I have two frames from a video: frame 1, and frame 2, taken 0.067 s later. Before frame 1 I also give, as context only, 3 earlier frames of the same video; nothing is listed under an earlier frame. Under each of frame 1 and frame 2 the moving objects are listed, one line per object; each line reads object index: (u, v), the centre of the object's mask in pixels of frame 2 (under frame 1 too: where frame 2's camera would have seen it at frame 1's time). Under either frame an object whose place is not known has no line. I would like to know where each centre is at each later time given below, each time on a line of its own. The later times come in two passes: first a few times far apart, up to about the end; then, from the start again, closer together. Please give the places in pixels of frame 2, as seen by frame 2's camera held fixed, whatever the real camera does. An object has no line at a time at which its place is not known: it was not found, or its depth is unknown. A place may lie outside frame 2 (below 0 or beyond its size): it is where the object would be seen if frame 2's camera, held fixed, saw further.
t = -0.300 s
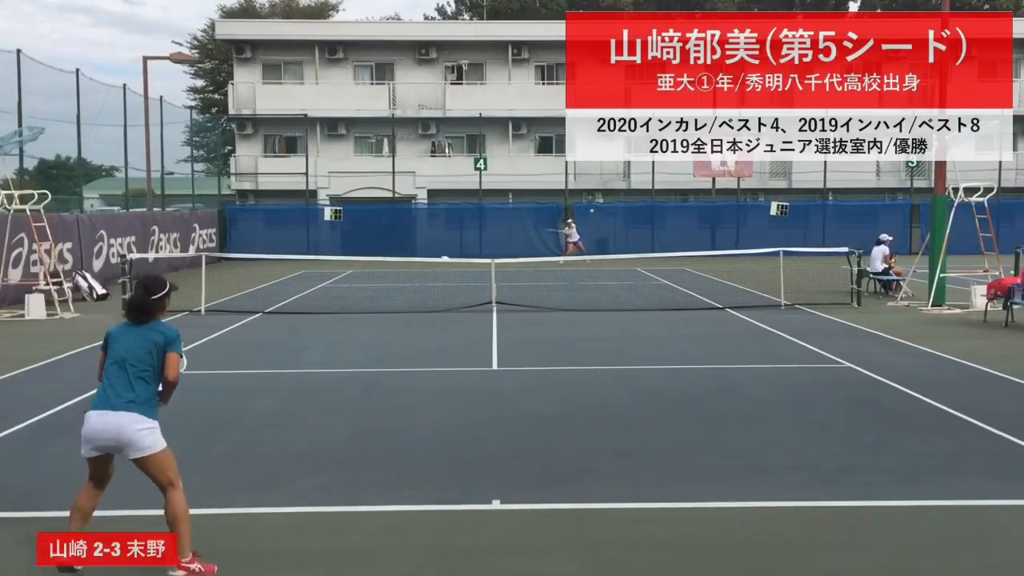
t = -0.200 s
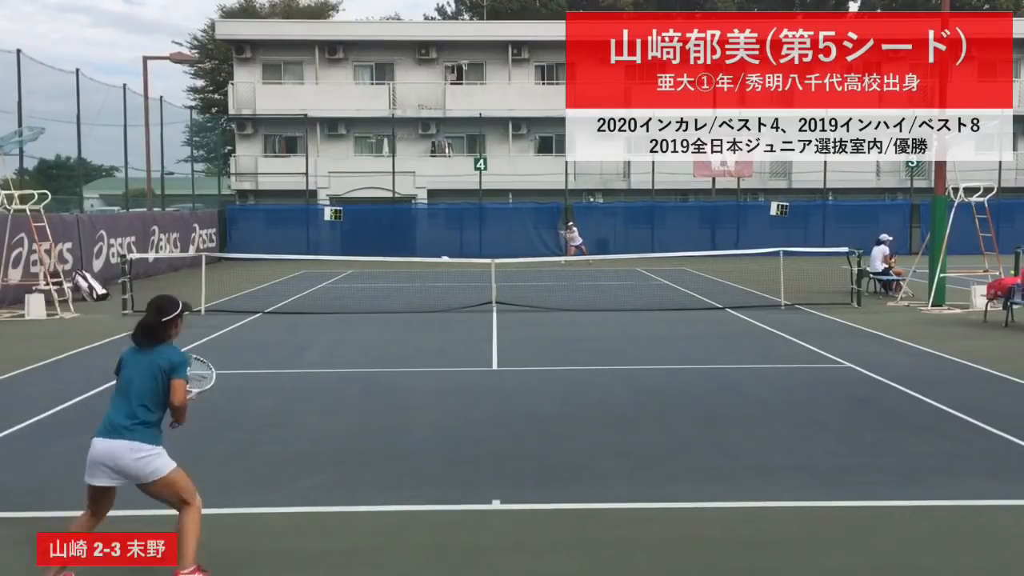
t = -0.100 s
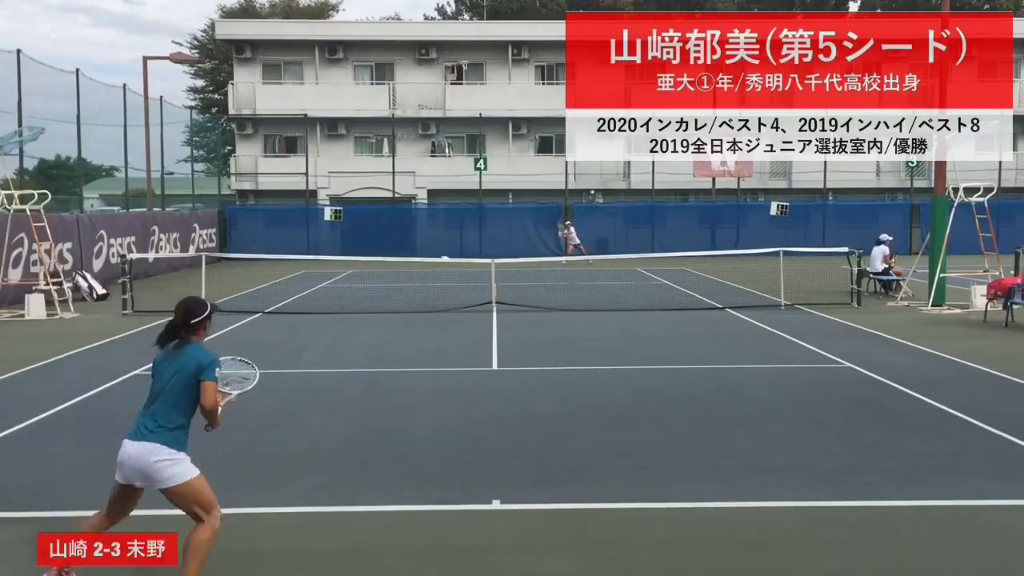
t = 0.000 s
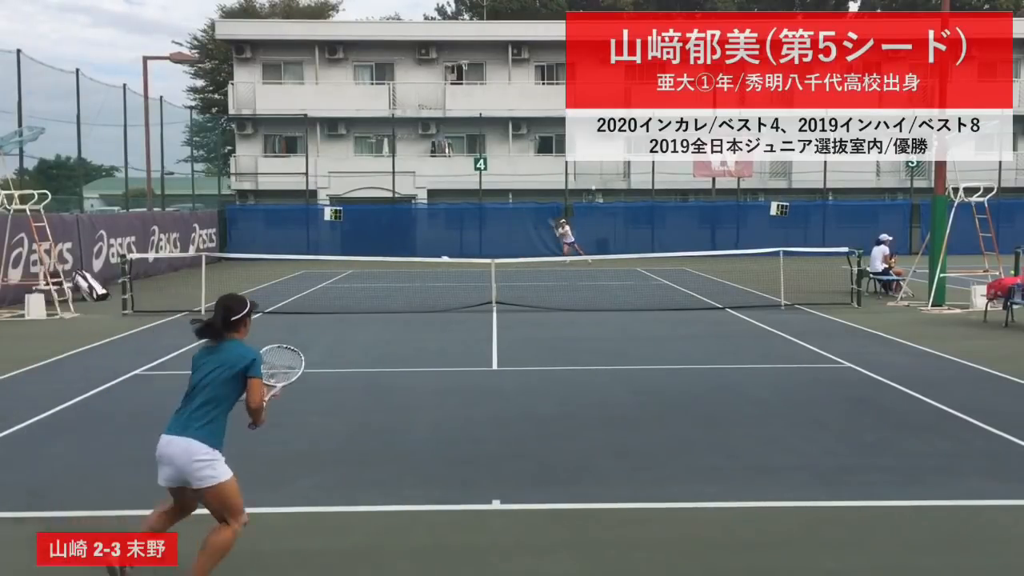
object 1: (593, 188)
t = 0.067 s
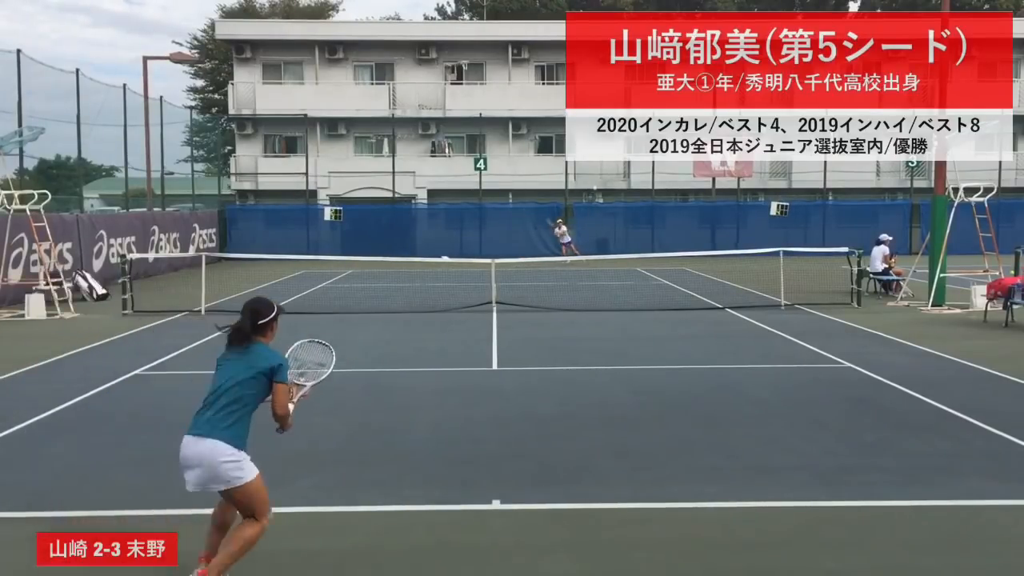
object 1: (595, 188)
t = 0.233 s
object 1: (600, 201)
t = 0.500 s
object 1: (618, 298)
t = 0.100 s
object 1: (595, 188)
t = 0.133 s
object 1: (596, 193)
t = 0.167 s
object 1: (598, 197)
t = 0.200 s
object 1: (599, 198)
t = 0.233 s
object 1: (600, 201)
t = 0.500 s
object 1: (618, 298)
